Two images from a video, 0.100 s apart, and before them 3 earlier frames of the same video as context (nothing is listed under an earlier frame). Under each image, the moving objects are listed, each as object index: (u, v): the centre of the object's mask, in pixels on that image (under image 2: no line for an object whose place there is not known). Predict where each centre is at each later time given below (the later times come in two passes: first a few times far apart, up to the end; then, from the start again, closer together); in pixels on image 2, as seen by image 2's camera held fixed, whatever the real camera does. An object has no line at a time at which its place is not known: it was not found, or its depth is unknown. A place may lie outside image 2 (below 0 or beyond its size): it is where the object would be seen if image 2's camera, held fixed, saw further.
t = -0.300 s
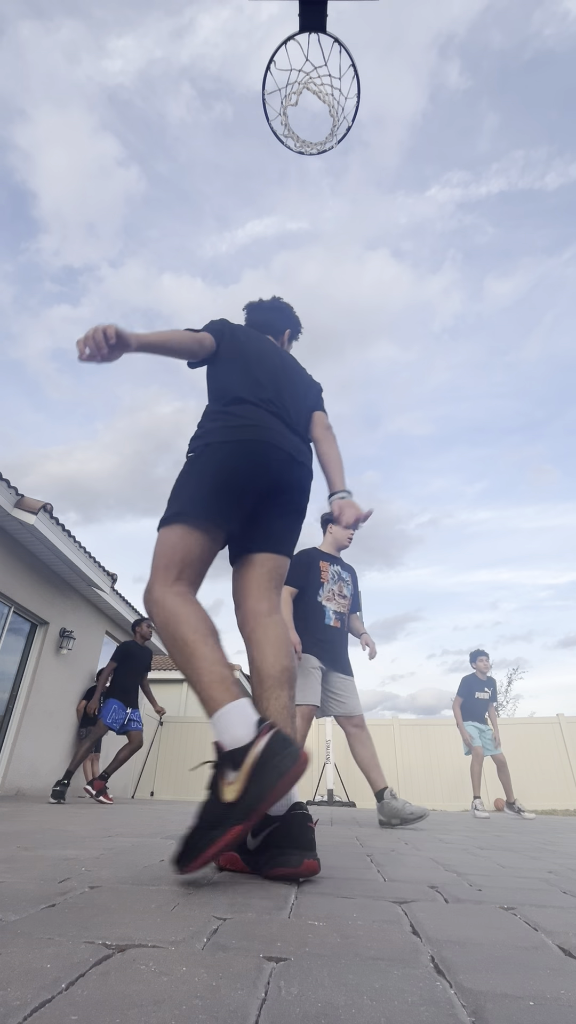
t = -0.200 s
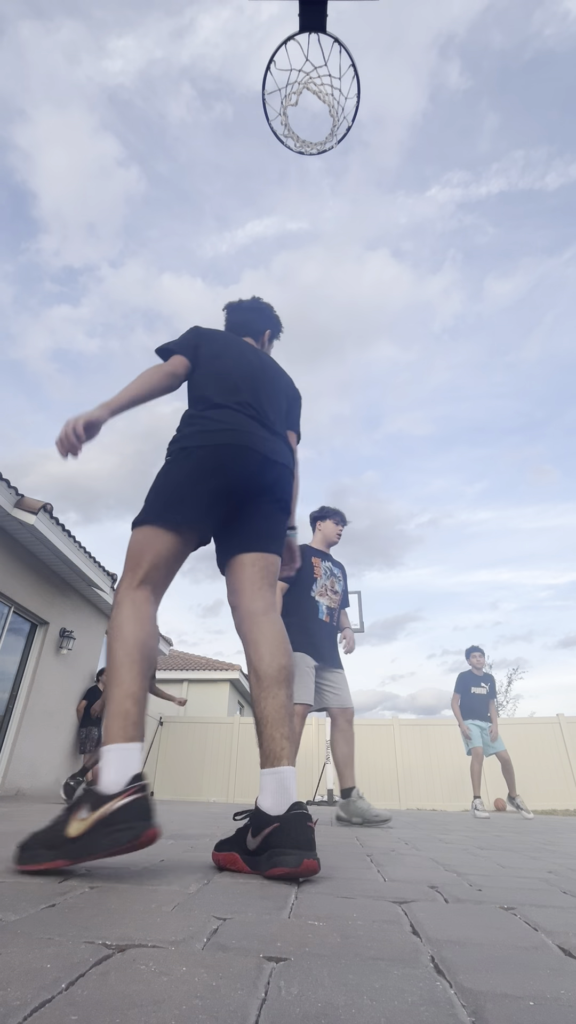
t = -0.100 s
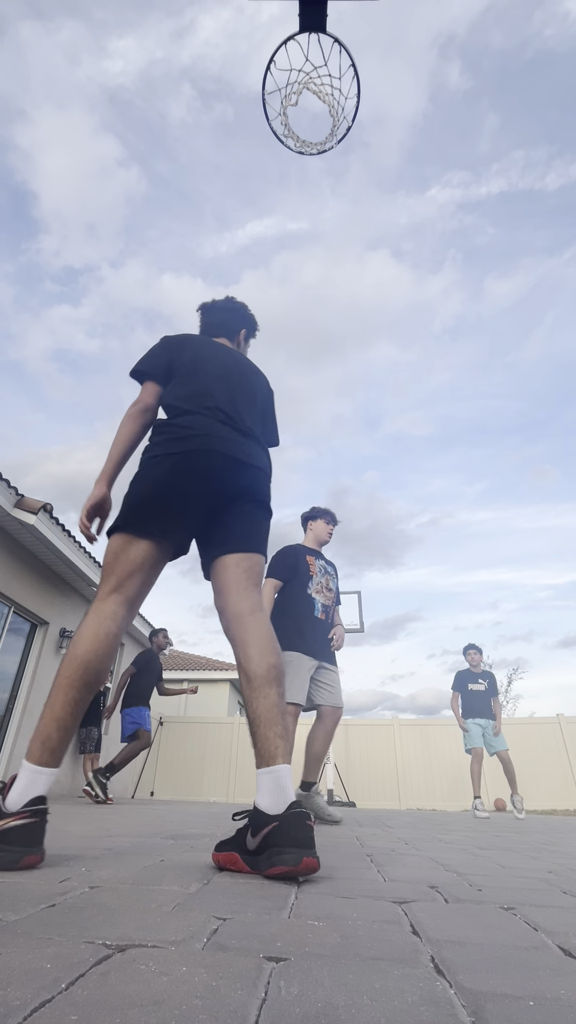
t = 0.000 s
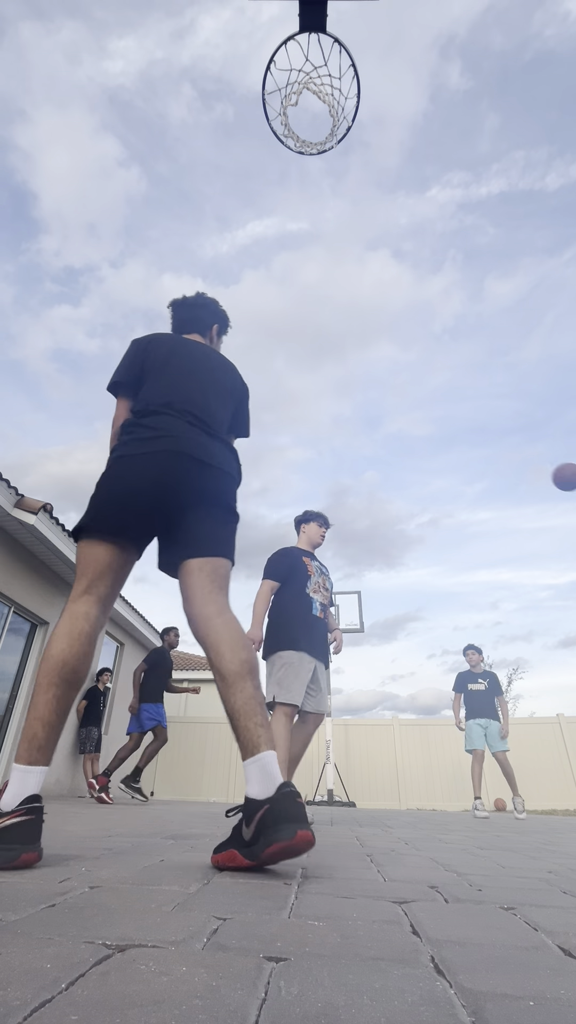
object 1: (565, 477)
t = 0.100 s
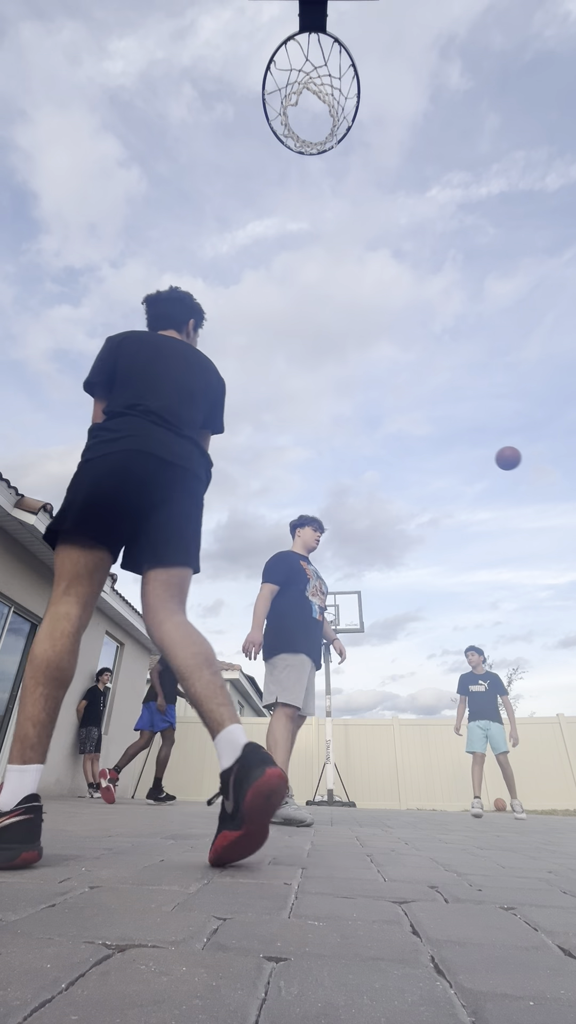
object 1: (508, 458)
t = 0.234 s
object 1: (454, 451)
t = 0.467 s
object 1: (398, 465)
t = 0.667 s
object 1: (365, 494)
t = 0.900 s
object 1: (337, 542)
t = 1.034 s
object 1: (324, 576)
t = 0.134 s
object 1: (492, 455)
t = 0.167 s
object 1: (478, 452)
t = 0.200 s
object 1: (466, 451)
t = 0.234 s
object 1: (454, 451)
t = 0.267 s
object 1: (444, 451)
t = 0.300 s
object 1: (435, 452)
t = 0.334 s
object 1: (426, 454)
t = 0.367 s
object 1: (418, 456)
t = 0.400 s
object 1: (411, 458)
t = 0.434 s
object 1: (404, 461)
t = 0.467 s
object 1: (398, 465)
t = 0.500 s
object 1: (391, 469)
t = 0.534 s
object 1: (386, 474)
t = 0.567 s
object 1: (380, 478)
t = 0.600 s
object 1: (375, 483)
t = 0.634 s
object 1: (370, 488)
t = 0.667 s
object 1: (365, 494)
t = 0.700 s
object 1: (361, 500)
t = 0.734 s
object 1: (356, 506)
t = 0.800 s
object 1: (348, 519)
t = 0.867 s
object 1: (341, 534)
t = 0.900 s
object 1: (337, 542)
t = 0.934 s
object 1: (334, 550)
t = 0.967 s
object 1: (330, 558)
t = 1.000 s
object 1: (327, 567)
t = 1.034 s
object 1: (324, 576)
